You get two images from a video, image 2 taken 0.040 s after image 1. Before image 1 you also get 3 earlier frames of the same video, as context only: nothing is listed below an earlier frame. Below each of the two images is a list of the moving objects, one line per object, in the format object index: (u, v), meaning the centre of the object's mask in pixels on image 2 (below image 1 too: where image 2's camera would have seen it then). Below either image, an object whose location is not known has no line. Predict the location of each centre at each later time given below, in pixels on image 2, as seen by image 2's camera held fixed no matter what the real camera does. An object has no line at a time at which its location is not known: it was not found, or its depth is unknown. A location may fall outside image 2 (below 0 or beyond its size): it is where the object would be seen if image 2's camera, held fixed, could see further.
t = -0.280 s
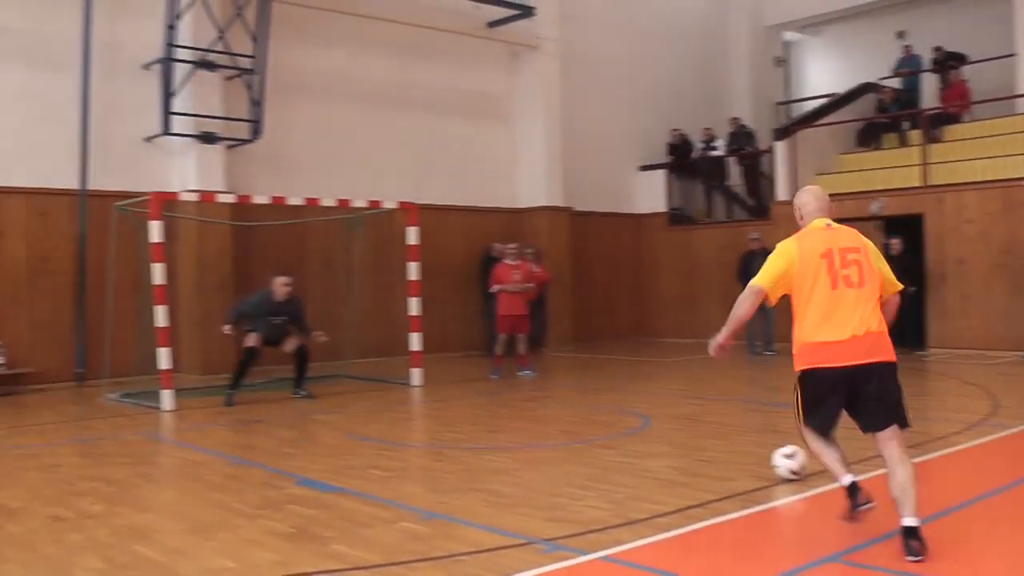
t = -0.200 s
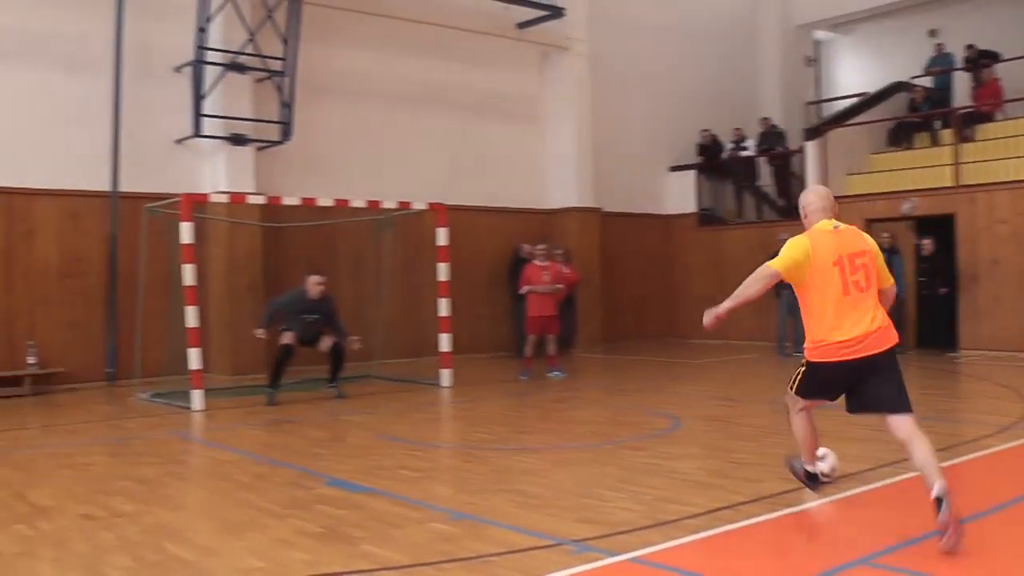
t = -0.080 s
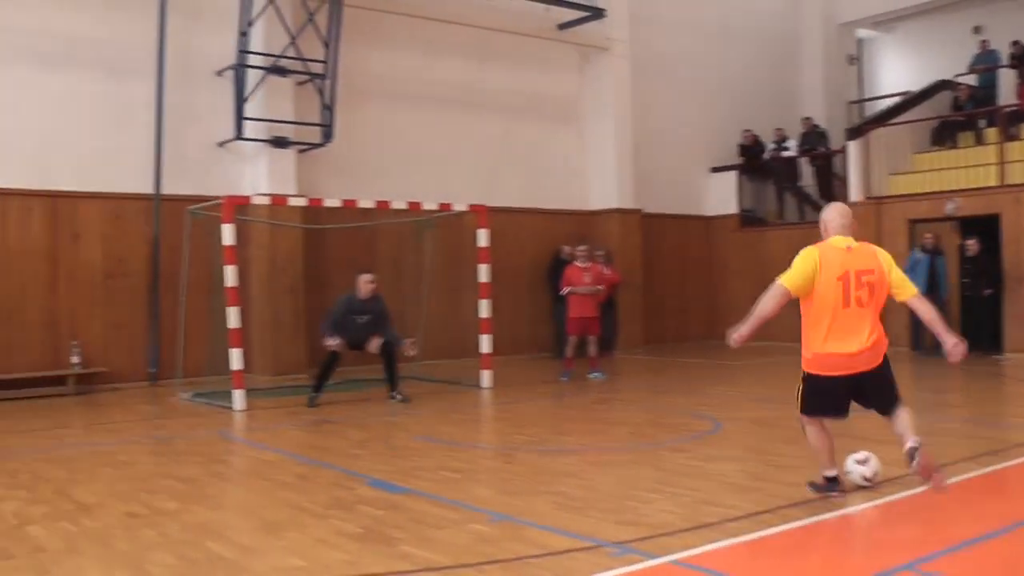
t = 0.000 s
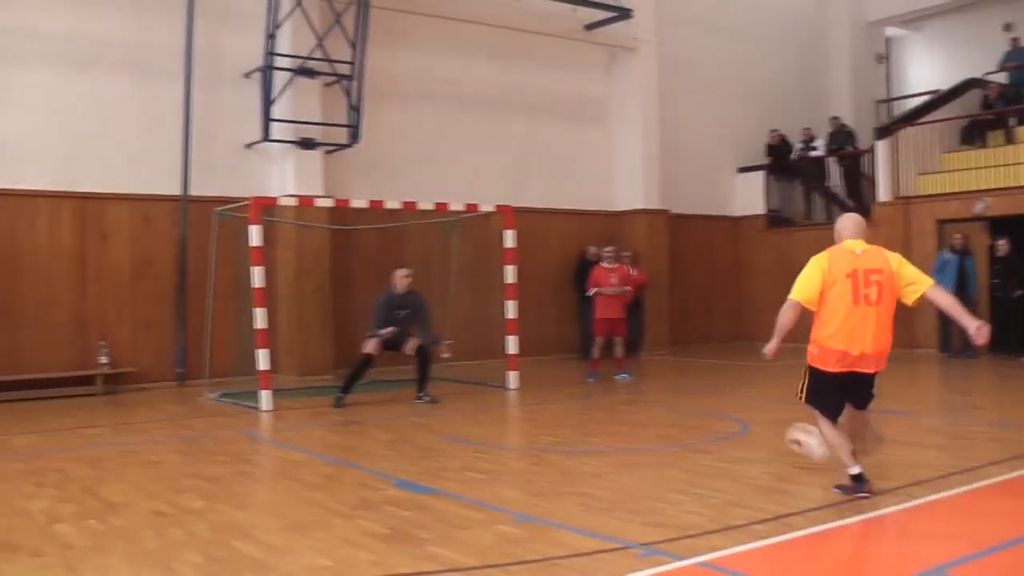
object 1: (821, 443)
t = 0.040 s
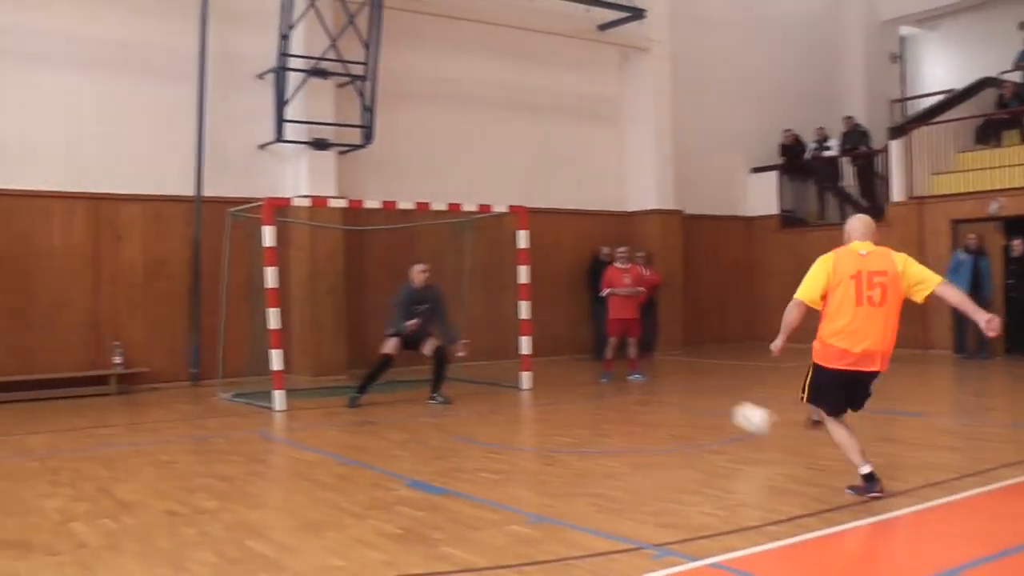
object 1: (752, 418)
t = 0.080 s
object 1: (692, 400)
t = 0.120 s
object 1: (641, 388)
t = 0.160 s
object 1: (599, 380)
